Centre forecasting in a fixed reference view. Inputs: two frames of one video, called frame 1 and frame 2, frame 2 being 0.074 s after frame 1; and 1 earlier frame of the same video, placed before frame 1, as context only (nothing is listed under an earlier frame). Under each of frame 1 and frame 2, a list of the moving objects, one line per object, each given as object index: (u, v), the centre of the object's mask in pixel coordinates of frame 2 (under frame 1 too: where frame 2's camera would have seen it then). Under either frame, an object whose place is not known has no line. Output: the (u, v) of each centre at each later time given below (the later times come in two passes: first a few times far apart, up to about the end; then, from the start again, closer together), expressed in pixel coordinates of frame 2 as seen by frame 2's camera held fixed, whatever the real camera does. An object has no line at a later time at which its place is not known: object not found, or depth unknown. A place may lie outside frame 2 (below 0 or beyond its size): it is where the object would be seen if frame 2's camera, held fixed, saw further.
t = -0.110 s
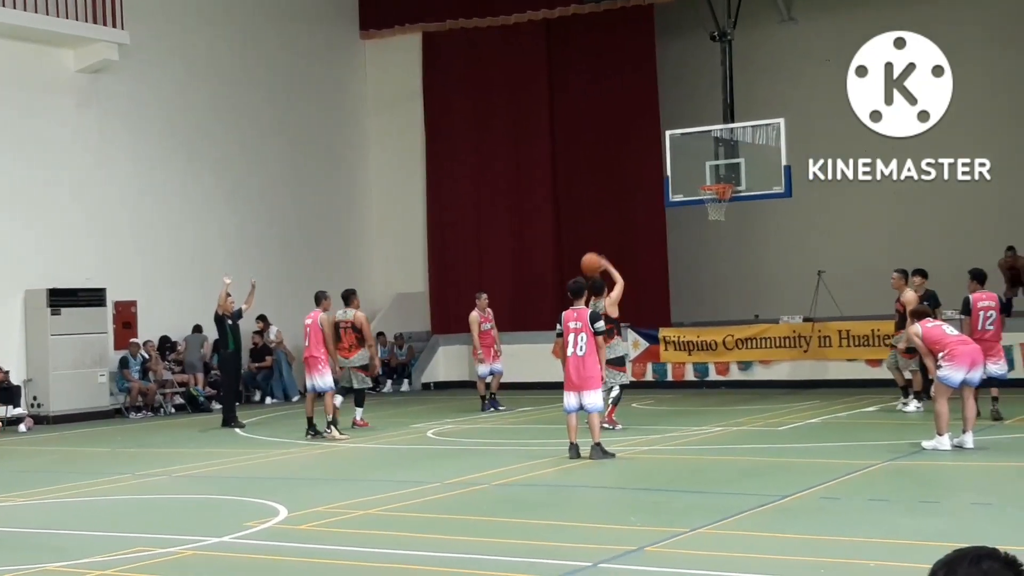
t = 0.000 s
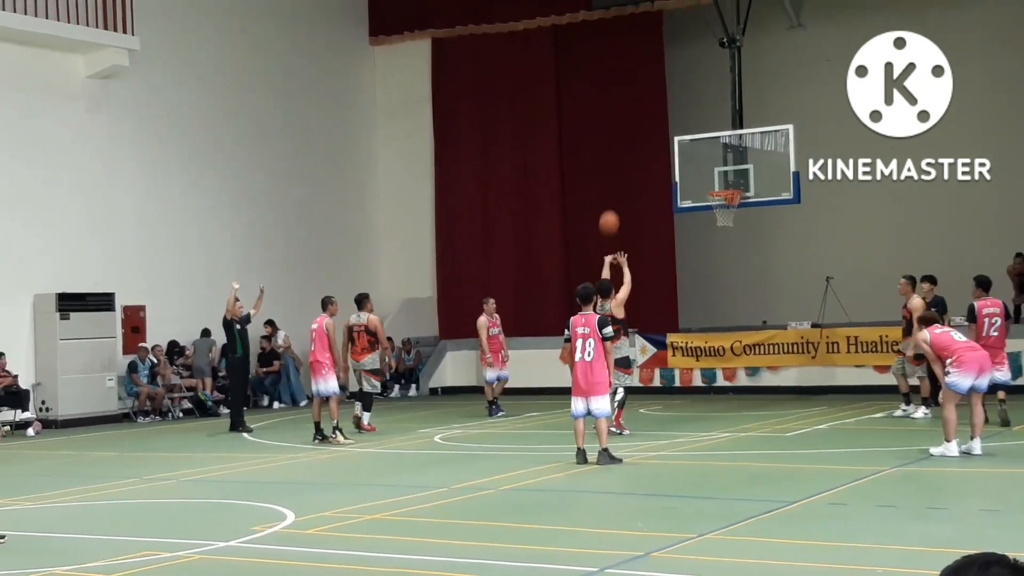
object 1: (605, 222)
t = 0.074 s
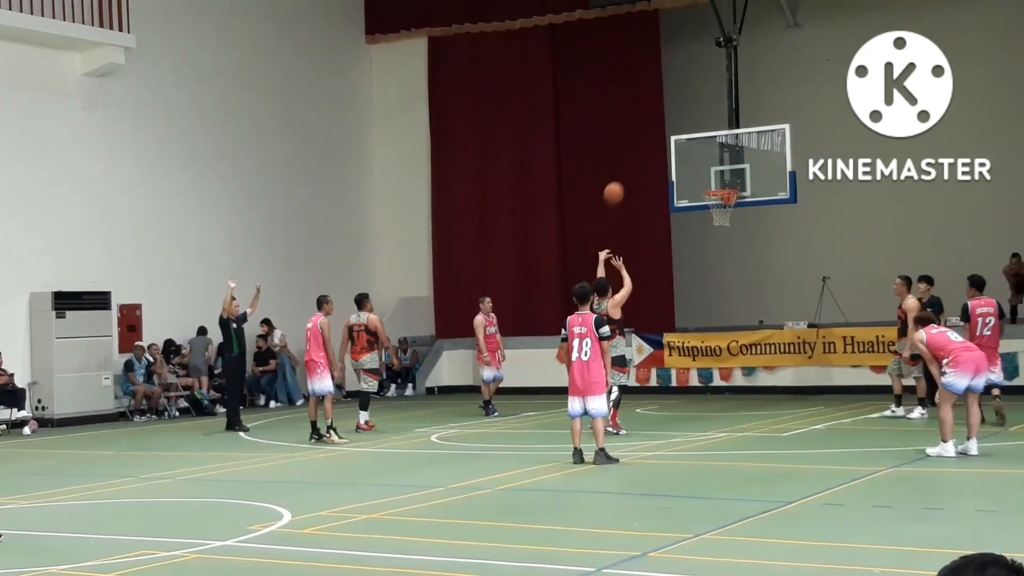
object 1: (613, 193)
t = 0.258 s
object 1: (634, 139)
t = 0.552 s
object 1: (665, 104)
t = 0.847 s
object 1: (694, 122)
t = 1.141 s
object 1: (721, 184)
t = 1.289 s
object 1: (720, 206)
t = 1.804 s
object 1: (717, 342)
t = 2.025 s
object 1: (715, 371)
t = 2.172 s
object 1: (714, 329)
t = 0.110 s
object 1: (617, 180)
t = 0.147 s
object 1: (622, 168)
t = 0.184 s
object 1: (626, 158)
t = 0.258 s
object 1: (634, 139)
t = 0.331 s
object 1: (641, 125)
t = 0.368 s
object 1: (645, 119)
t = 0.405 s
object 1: (649, 114)
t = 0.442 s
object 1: (653, 110)
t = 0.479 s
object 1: (657, 107)
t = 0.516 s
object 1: (660, 104)
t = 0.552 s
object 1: (665, 104)
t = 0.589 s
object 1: (668, 103)
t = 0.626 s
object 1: (672, 103)
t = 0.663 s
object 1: (676, 104)
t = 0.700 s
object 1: (679, 106)
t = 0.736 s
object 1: (682, 109)
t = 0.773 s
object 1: (686, 112)
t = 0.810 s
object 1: (690, 116)
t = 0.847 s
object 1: (694, 122)
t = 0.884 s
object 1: (697, 127)
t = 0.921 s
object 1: (700, 133)
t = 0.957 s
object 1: (704, 141)
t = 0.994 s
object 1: (707, 148)
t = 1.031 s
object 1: (711, 157)
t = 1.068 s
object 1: (713, 166)
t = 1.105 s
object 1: (717, 176)
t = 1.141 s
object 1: (721, 184)
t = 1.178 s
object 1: (721, 192)
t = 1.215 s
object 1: (721, 196)
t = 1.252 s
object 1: (720, 201)
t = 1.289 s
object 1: (720, 206)
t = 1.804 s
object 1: (717, 342)
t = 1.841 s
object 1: (716, 357)
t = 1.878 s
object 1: (718, 373)
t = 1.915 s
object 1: (717, 390)
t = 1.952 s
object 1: (718, 395)
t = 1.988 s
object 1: (716, 385)
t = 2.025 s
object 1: (715, 371)
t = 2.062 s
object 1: (714, 358)
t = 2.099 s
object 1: (714, 349)
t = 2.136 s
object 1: (715, 338)
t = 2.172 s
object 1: (714, 329)
